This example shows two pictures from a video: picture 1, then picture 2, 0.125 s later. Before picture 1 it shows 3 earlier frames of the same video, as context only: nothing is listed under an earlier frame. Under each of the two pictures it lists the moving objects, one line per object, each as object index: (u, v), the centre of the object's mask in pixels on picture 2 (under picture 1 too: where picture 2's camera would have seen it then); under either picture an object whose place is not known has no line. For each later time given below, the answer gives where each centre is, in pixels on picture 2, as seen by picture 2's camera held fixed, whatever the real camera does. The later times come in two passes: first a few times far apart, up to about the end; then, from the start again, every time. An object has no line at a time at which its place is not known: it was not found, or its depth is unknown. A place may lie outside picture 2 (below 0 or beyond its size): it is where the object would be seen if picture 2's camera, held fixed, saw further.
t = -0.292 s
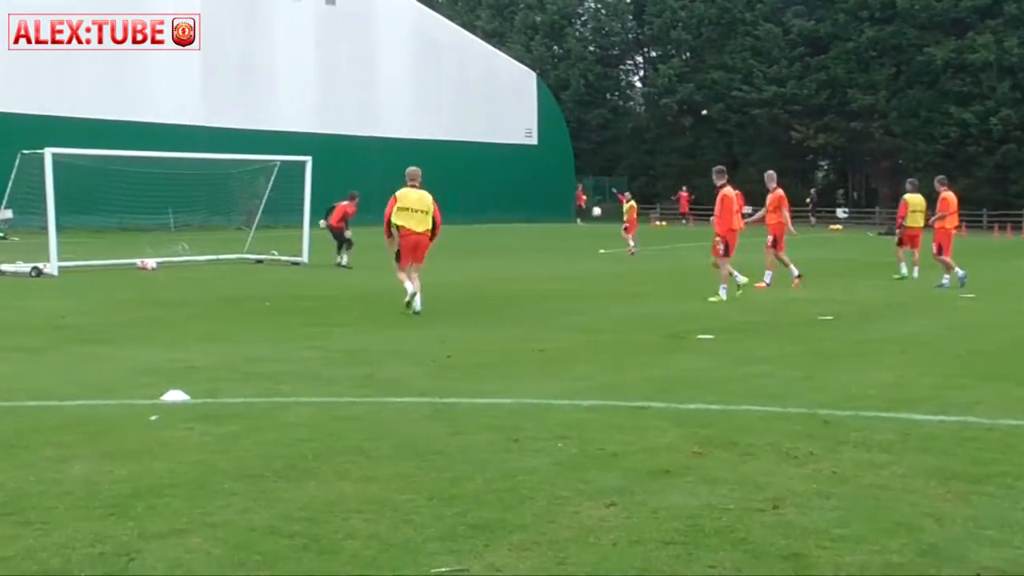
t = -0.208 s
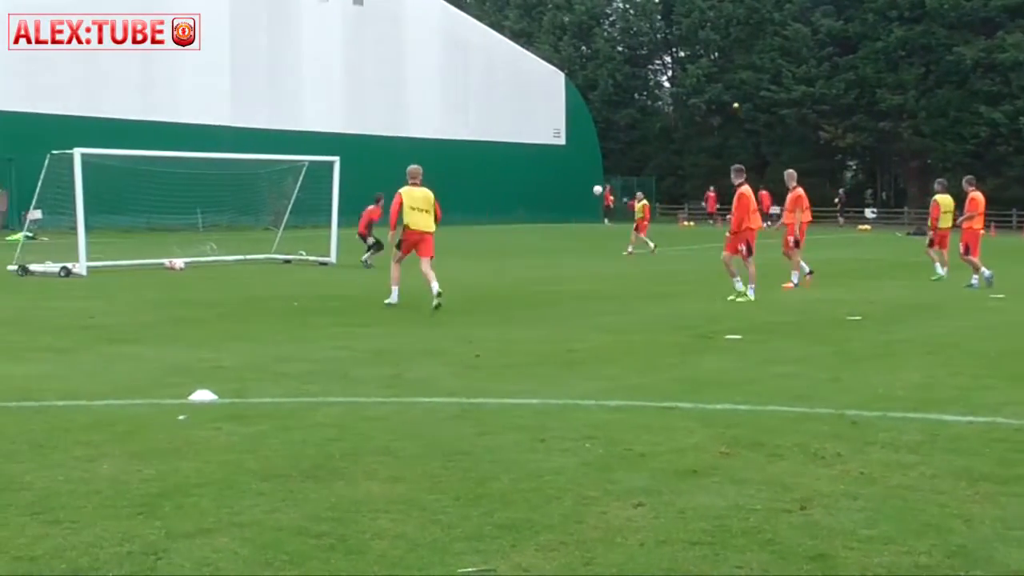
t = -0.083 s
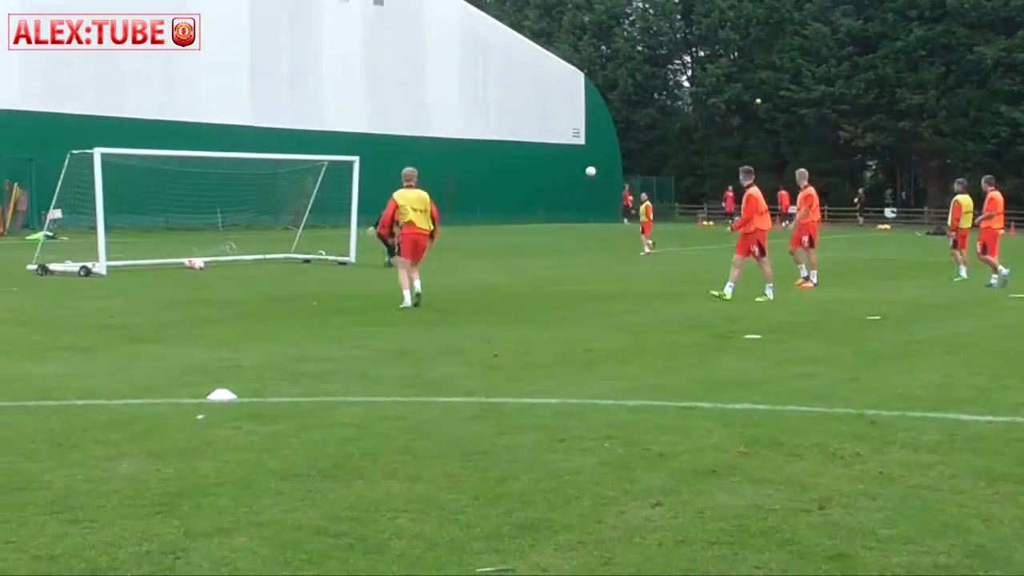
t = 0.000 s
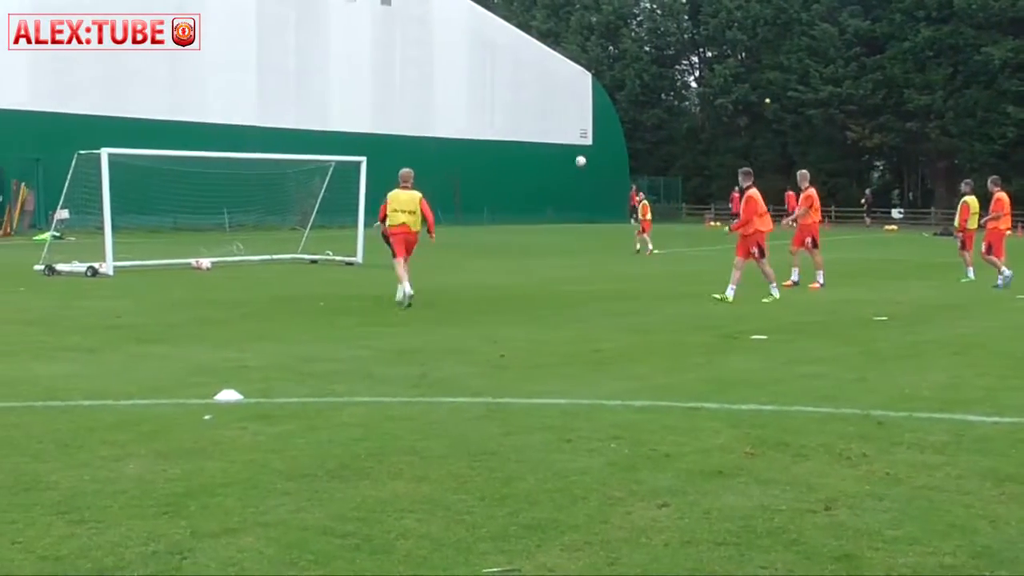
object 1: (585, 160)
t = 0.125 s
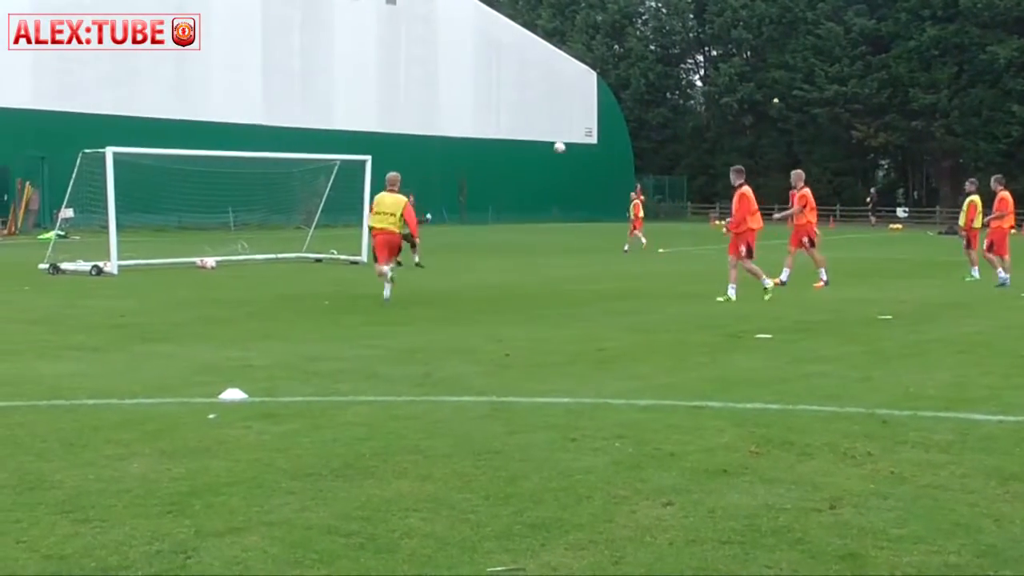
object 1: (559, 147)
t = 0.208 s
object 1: (541, 141)
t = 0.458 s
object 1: (489, 135)
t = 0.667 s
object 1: (446, 149)
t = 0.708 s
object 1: (437, 155)
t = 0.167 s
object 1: (550, 144)
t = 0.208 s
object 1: (541, 141)
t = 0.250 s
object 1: (532, 138)
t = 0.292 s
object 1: (524, 136)
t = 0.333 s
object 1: (516, 135)
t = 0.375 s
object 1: (508, 134)
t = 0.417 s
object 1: (497, 135)
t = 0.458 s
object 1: (489, 135)
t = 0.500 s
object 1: (480, 136)
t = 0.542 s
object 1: (472, 139)
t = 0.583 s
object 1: (463, 141)
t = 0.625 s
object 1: (455, 145)
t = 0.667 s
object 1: (446, 149)
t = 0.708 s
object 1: (437, 155)
